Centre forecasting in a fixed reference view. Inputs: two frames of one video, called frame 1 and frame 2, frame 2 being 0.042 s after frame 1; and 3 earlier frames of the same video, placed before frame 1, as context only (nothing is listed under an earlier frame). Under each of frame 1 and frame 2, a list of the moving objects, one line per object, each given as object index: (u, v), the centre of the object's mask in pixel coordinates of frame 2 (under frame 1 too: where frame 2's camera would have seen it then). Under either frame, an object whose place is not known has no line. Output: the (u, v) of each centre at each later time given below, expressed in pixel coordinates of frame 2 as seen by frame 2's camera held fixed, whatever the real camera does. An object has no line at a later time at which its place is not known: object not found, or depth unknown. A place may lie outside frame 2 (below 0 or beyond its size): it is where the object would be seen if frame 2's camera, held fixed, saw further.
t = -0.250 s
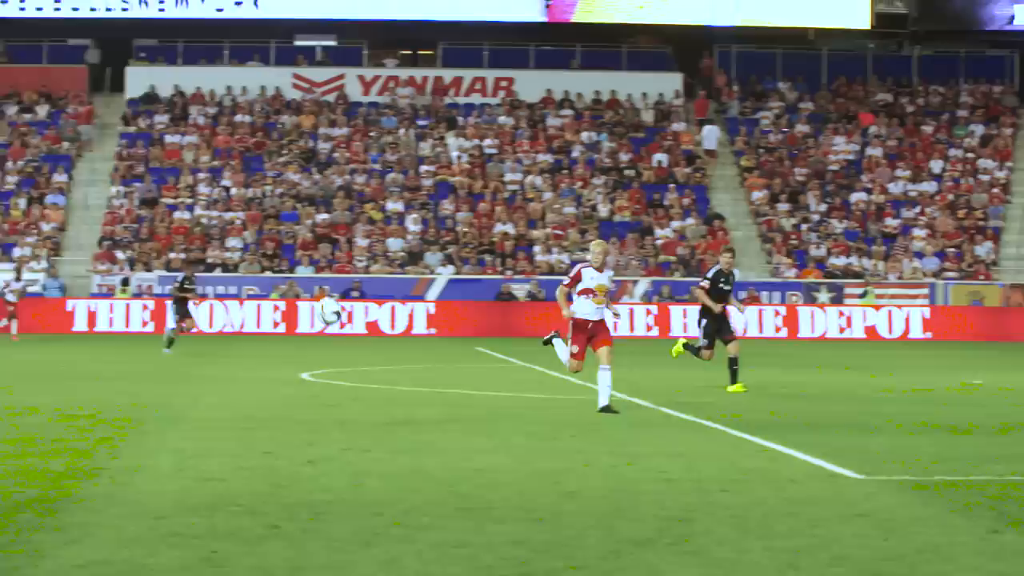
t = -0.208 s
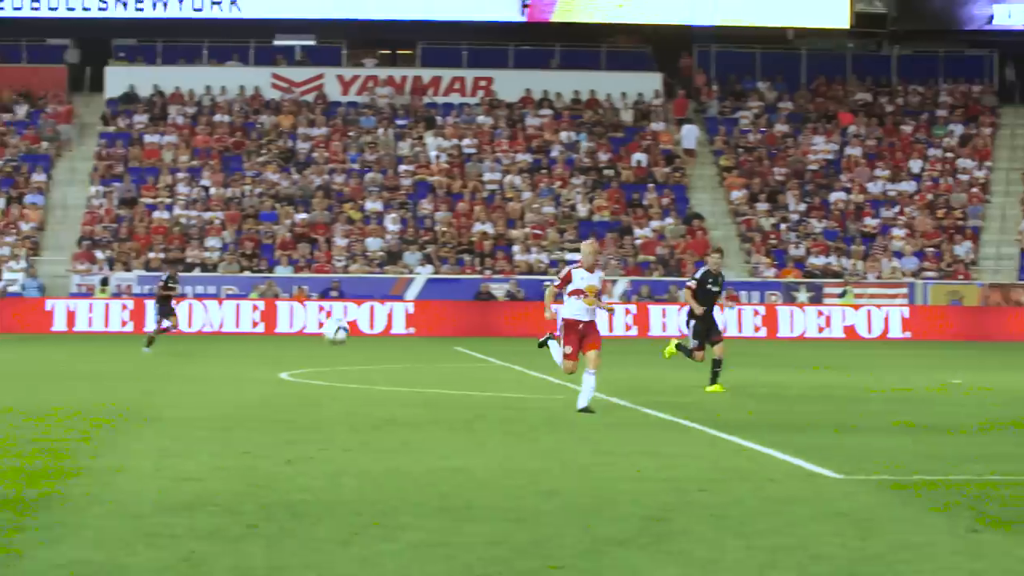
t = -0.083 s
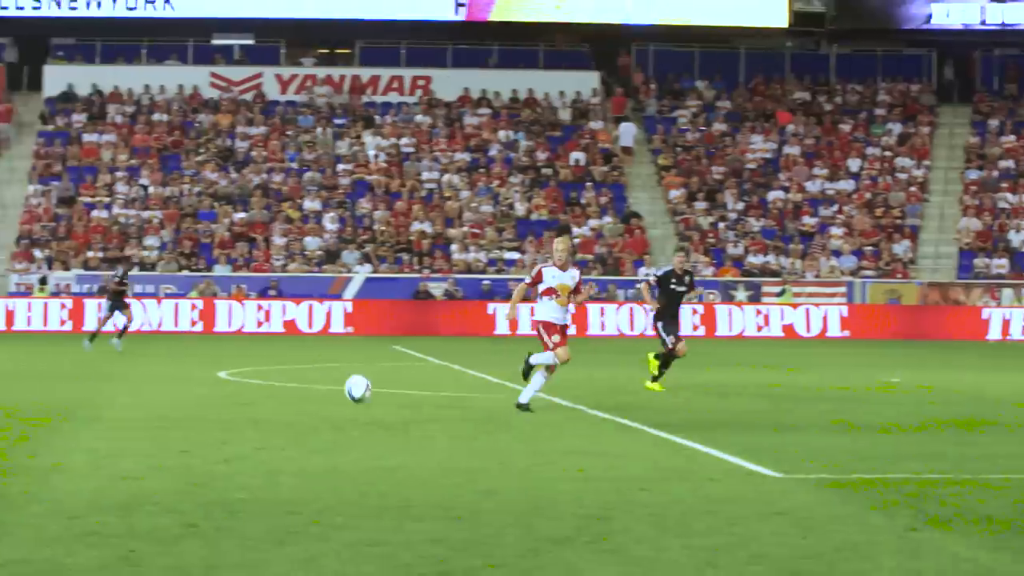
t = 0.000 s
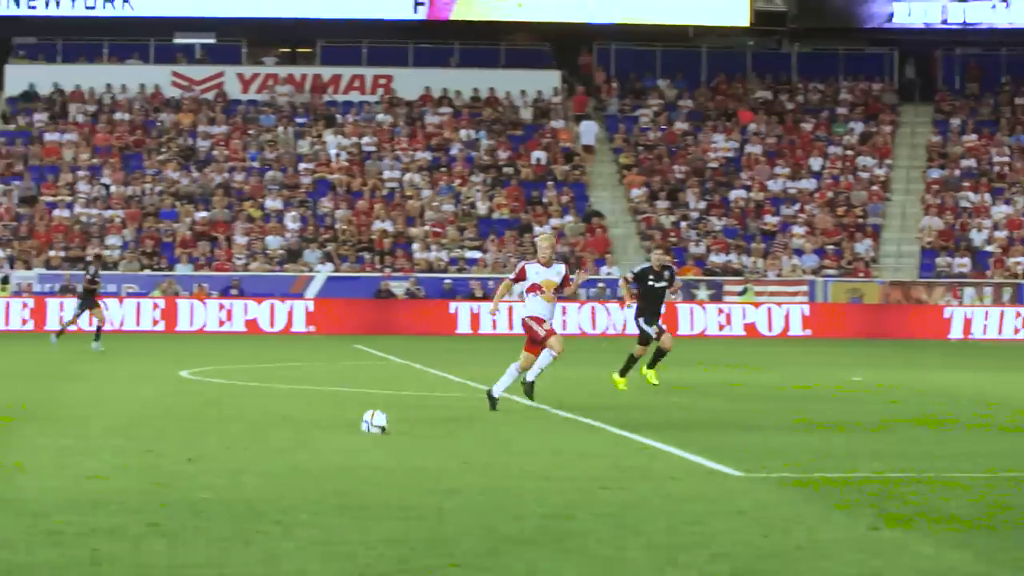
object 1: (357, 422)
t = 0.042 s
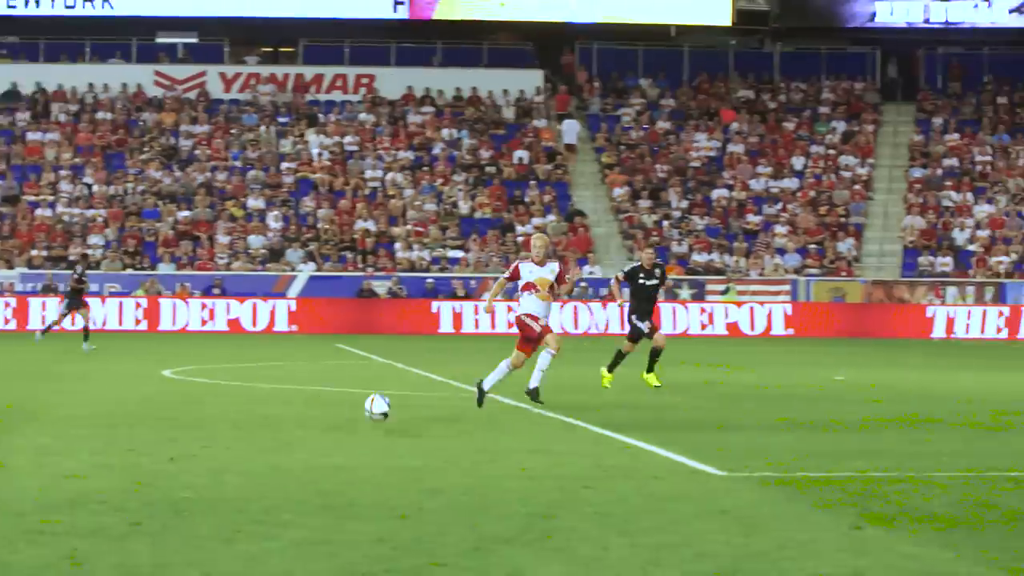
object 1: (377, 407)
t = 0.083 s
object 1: (398, 392)
